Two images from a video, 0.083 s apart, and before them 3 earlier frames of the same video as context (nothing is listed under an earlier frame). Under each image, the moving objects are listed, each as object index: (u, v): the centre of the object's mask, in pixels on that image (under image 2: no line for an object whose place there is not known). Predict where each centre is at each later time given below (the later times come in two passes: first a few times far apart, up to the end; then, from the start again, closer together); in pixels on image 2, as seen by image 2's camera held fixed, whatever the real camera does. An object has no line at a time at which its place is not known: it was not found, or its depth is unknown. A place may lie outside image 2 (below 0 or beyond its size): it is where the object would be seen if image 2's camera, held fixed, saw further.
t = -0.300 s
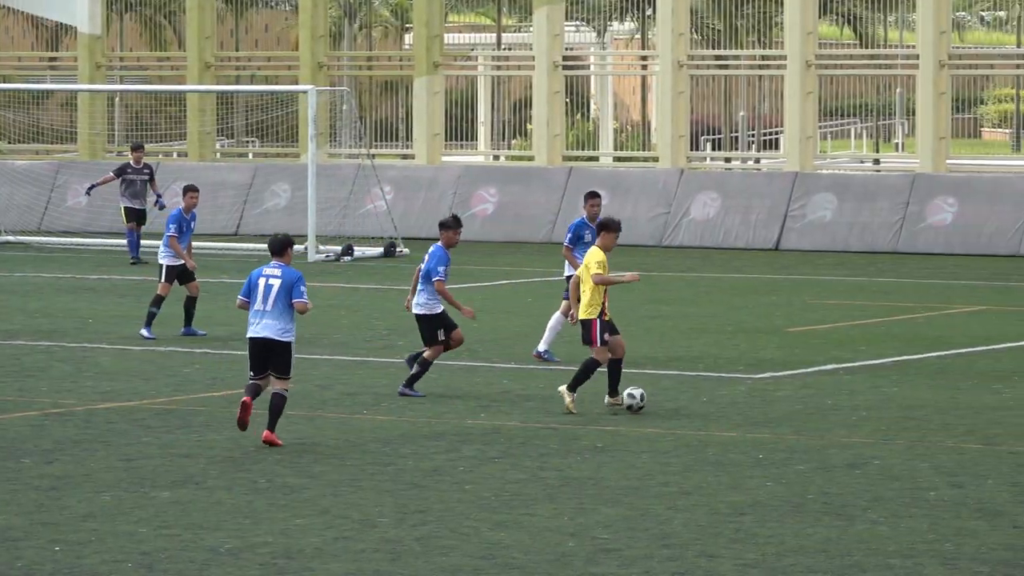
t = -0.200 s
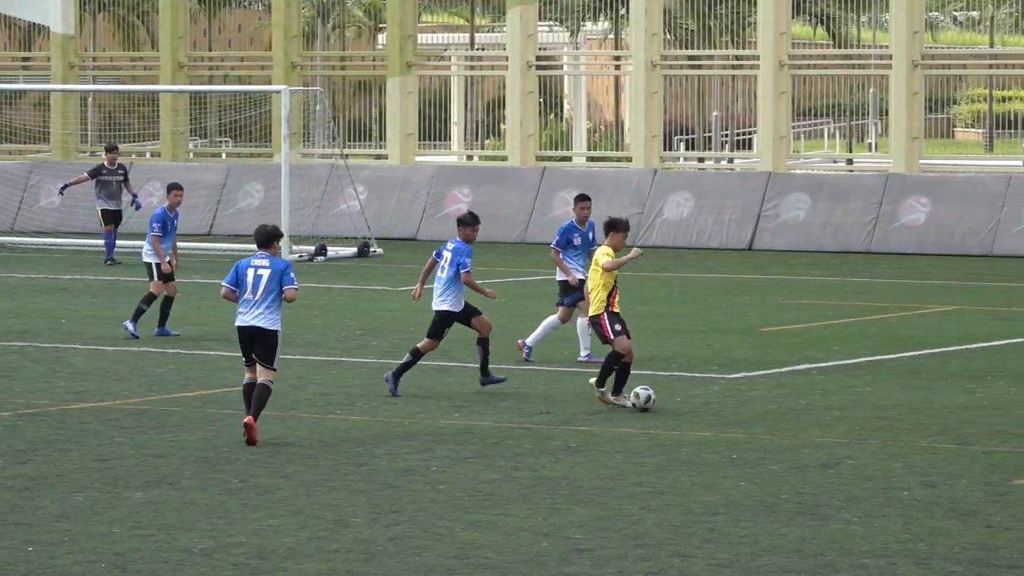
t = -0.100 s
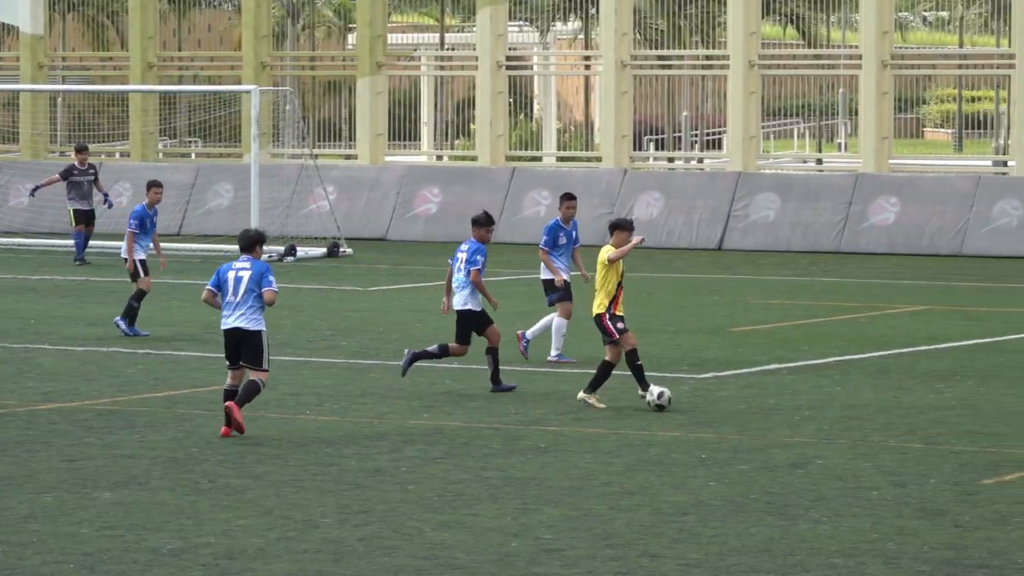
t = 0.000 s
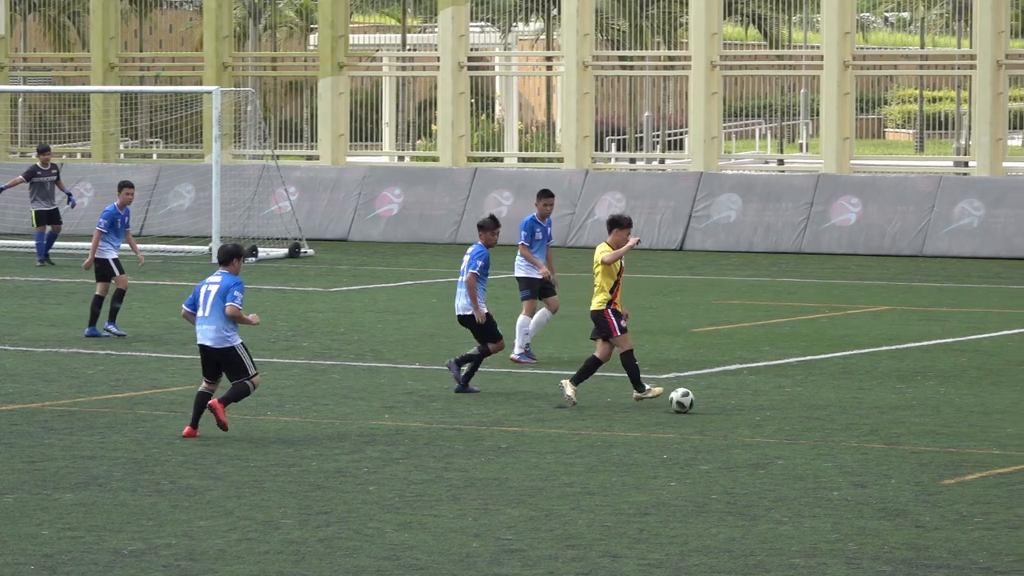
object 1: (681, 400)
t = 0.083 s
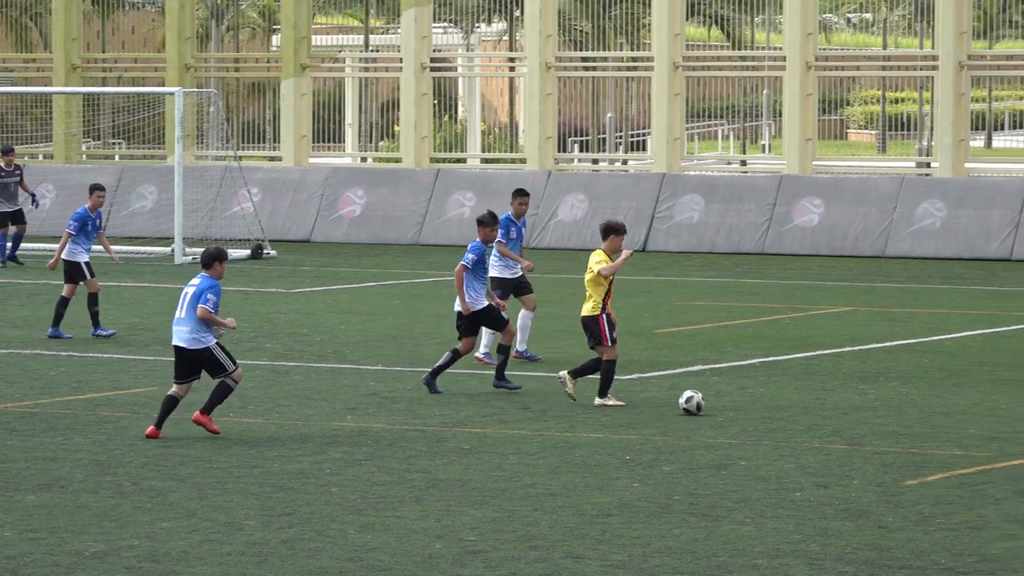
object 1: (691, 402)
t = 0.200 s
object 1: (753, 402)
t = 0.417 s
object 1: (861, 404)
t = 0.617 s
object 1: (958, 406)
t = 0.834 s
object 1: (1062, 408)
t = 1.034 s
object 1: (1160, 410)
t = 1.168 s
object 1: (1224, 414)
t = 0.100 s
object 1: (700, 402)
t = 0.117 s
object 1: (709, 401)
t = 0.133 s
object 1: (718, 401)
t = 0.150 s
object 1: (727, 401)
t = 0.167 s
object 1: (736, 402)
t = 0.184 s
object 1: (744, 403)
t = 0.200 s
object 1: (753, 402)
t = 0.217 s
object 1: (761, 402)
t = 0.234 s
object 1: (770, 401)
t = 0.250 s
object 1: (778, 401)
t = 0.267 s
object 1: (787, 402)
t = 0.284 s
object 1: (795, 403)
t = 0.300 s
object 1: (803, 403)
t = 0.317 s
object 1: (811, 403)
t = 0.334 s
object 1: (819, 403)
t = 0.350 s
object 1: (827, 403)
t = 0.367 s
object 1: (836, 403)
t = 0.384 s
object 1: (844, 403)
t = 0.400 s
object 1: (852, 403)
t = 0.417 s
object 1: (861, 404)
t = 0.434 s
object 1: (869, 404)
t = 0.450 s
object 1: (877, 405)
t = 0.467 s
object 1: (885, 405)
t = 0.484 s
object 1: (893, 404)
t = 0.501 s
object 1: (901, 404)
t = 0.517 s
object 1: (909, 404)
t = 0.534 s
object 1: (917, 405)
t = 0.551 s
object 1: (926, 405)
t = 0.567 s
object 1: (934, 405)
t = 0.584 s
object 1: (942, 405)
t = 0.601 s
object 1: (950, 405)
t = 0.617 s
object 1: (958, 406)
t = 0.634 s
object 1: (966, 406)
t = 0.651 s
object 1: (974, 406)
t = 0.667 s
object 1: (982, 406)
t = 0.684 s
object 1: (990, 407)
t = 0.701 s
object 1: (998, 407)
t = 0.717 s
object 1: (1006, 407)
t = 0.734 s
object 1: (1014, 407)
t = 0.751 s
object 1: (1022, 408)
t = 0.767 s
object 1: (1030, 408)
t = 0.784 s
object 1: (1038, 408)
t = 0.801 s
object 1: (1046, 408)
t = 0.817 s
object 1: (1054, 408)
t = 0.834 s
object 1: (1062, 408)
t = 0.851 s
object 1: (1070, 408)
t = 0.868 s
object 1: (1079, 409)
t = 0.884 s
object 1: (1087, 409)
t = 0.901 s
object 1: (1095, 410)
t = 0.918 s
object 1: (1103, 410)
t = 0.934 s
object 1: (1111, 410)
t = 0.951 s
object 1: (1119, 410)
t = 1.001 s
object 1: (1144, 410)
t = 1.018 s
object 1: (1152, 410)
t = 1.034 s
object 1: (1160, 410)
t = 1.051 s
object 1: (1168, 411)
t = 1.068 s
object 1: (1176, 412)
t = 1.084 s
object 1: (1184, 412)
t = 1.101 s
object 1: (1192, 413)
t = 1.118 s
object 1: (1200, 413)
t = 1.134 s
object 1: (1208, 413)
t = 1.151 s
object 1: (1216, 413)
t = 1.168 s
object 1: (1224, 414)
